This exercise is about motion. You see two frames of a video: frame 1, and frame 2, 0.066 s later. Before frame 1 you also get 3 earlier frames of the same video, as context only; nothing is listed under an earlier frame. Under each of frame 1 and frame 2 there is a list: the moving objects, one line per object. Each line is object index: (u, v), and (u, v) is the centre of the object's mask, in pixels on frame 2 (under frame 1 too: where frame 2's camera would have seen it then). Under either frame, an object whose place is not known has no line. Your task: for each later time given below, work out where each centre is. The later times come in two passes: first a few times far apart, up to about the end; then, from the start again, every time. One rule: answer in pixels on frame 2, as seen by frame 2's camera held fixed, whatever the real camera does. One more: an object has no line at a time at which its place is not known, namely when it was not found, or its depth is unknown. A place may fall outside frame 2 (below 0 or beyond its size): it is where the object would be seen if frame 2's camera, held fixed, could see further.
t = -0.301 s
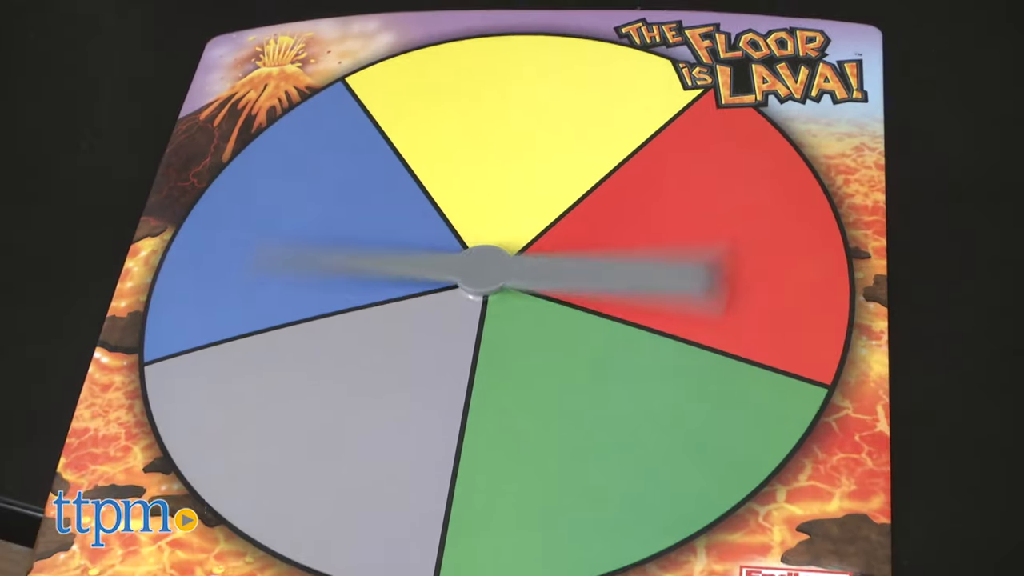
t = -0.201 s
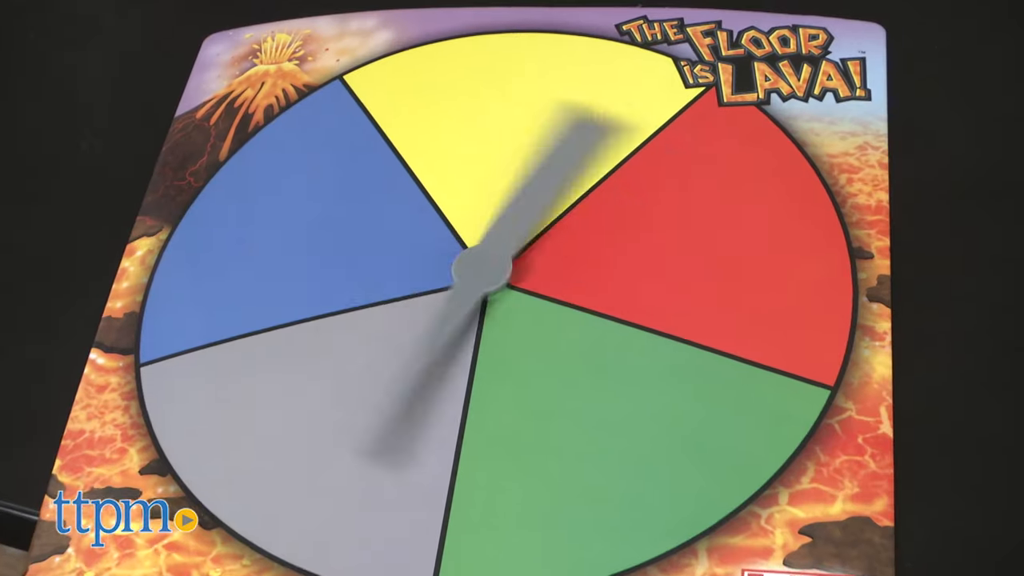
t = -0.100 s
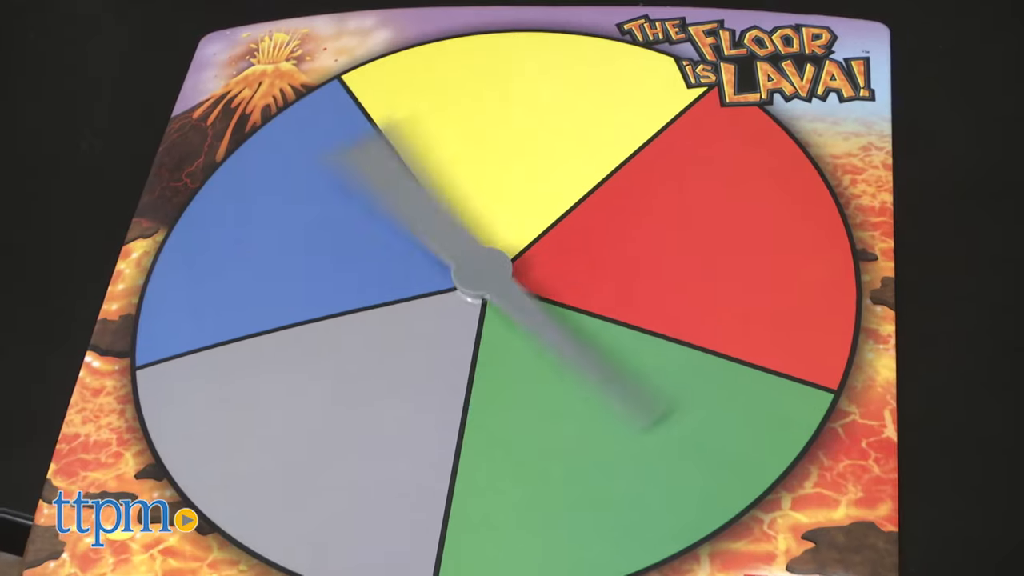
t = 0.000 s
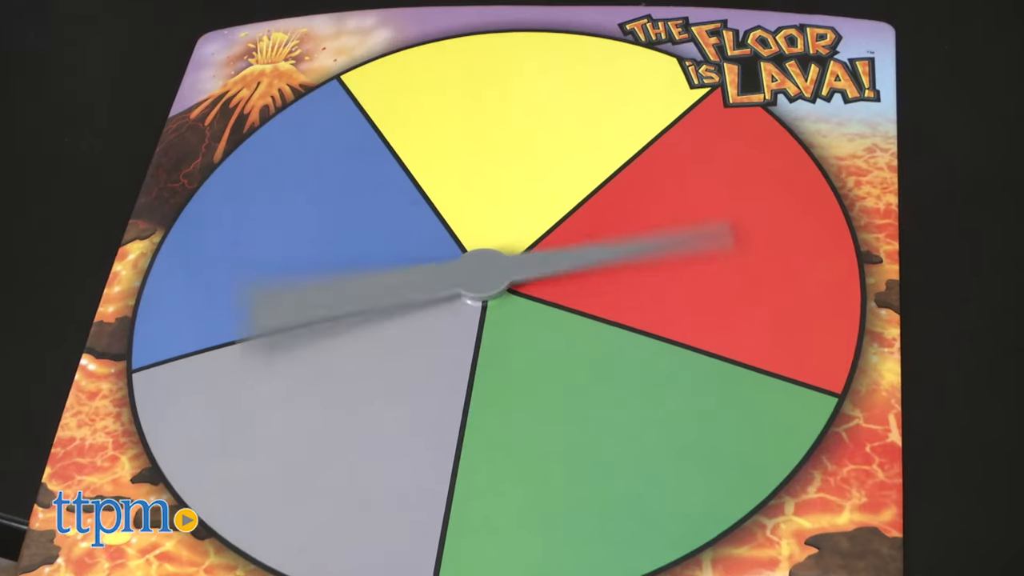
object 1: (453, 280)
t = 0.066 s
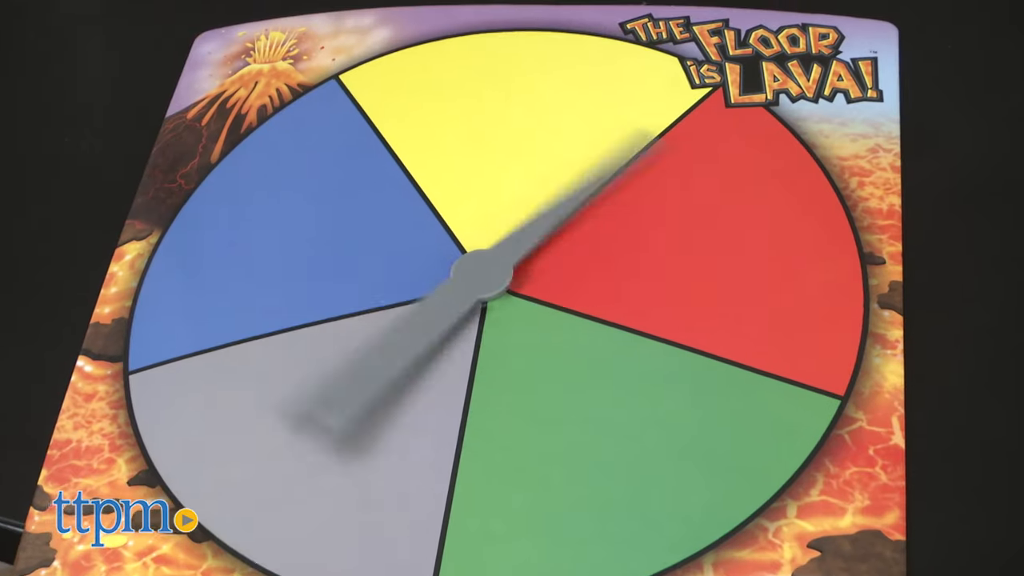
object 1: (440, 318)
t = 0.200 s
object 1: (524, 322)
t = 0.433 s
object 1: (491, 272)
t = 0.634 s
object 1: (466, 263)
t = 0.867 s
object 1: (432, 305)
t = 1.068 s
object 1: (479, 335)
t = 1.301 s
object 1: (528, 304)
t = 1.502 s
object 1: (531, 279)
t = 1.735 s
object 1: (520, 267)
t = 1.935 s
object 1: (518, 265)
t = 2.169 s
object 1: (519, 265)
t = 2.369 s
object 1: (519, 265)
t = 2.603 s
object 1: (518, 265)
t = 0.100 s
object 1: (461, 325)
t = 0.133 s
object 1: (482, 321)
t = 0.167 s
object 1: (502, 325)
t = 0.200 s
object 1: (524, 322)
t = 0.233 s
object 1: (524, 299)
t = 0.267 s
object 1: (522, 286)
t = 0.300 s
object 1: (518, 277)
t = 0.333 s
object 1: (510, 272)
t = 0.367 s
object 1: (494, 273)
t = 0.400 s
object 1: (491, 274)
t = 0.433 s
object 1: (491, 272)
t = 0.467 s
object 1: (488, 275)
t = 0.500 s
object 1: (488, 267)
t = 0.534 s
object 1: (487, 273)
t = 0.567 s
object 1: (485, 273)
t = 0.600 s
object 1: (478, 268)
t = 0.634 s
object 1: (466, 263)
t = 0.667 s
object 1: (459, 265)
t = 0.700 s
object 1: (452, 269)
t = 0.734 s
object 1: (447, 273)
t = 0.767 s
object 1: (441, 279)
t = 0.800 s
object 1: (436, 288)
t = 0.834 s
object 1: (429, 297)
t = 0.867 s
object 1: (432, 305)
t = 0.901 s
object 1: (433, 315)
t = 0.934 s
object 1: (440, 321)
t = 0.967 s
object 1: (449, 325)
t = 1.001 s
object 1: (458, 331)
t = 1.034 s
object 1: (468, 334)
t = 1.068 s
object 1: (479, 335)
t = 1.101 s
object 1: (490, 331)
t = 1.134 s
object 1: (500, 333)
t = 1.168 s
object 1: (510, 329)
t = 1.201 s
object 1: (517, 323)
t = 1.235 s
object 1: (521, 316)
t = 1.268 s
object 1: (525, 309)
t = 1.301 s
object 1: (528, 304)
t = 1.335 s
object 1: (529, 299)
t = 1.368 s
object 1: (532, 295)
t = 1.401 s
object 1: (532, 290)
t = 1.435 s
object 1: (533, 286)
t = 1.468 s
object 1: (531, 282)
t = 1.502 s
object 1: (531, 279)
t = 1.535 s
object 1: (530, 276)
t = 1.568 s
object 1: (528, 274)
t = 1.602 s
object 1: (527, 272)
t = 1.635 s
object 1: (524, 270)
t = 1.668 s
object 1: (522, 269)
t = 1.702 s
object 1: (521, 268)
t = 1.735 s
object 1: (520, 267)
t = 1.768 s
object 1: (520, 266)
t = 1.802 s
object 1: (519, 266)
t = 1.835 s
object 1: (518, 266)
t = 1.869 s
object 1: (518, 265)
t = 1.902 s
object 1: (518, 265)
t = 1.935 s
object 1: (518, 265)
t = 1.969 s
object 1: (519, 265)
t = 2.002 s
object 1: (519, 265)
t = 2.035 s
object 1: (518, 265)
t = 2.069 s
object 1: (519, 265)
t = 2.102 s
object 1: (518, 265)
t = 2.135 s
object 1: (518, 265)
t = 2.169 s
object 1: (519, 265)
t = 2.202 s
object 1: (518, 265)
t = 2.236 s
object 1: (518, 265)
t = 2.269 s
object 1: (519, 265)
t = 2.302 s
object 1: (518, 265)
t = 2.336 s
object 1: (519, 265)
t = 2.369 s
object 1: (519, 265)
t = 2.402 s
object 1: (519, 265)
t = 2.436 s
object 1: (519, 265)
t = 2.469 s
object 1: (519, 265)
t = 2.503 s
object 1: (518, 265)
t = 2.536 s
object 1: (519, 265)
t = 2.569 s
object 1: (518, 265)
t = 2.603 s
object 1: (518, 265)
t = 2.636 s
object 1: (518, 265)
